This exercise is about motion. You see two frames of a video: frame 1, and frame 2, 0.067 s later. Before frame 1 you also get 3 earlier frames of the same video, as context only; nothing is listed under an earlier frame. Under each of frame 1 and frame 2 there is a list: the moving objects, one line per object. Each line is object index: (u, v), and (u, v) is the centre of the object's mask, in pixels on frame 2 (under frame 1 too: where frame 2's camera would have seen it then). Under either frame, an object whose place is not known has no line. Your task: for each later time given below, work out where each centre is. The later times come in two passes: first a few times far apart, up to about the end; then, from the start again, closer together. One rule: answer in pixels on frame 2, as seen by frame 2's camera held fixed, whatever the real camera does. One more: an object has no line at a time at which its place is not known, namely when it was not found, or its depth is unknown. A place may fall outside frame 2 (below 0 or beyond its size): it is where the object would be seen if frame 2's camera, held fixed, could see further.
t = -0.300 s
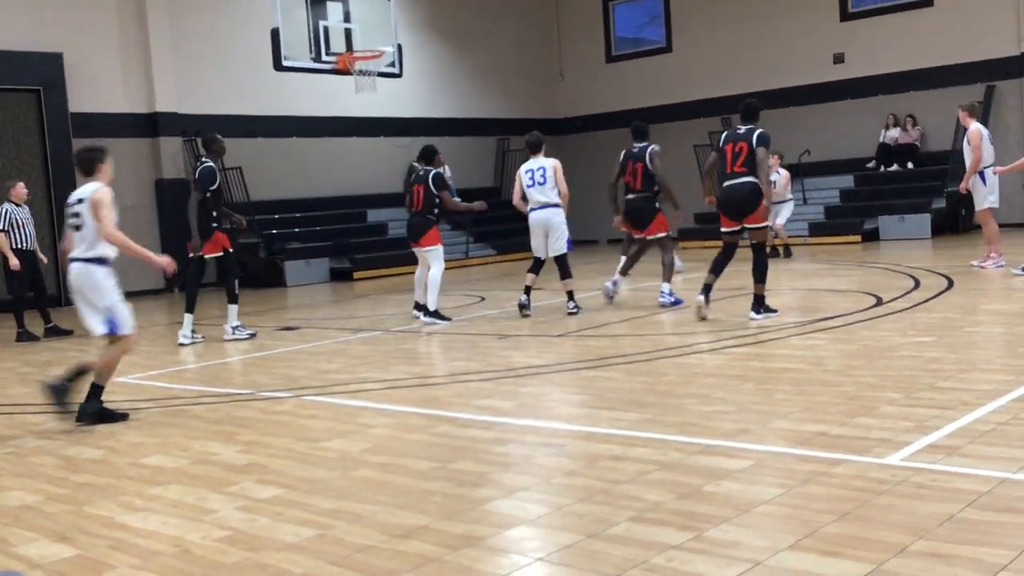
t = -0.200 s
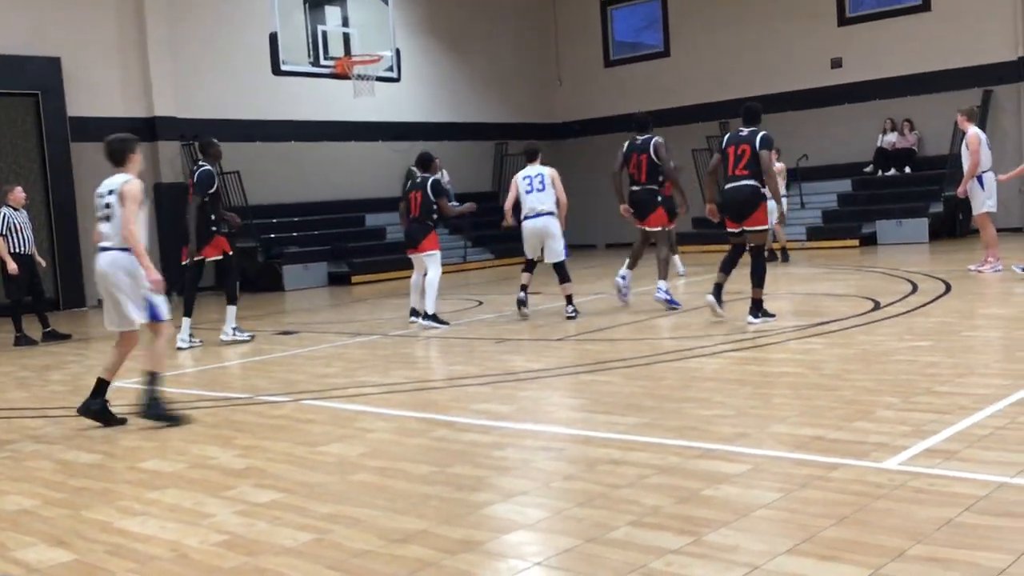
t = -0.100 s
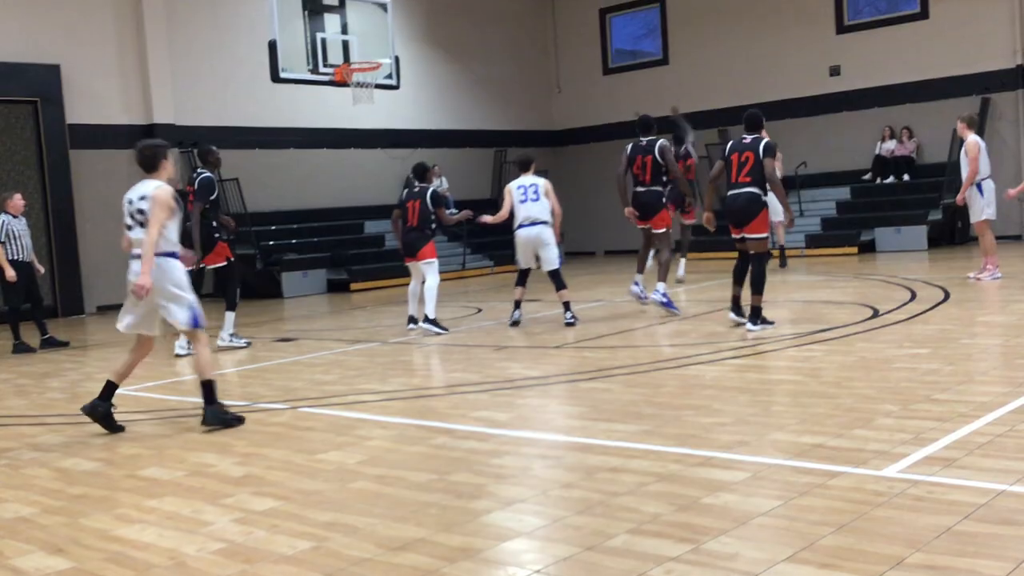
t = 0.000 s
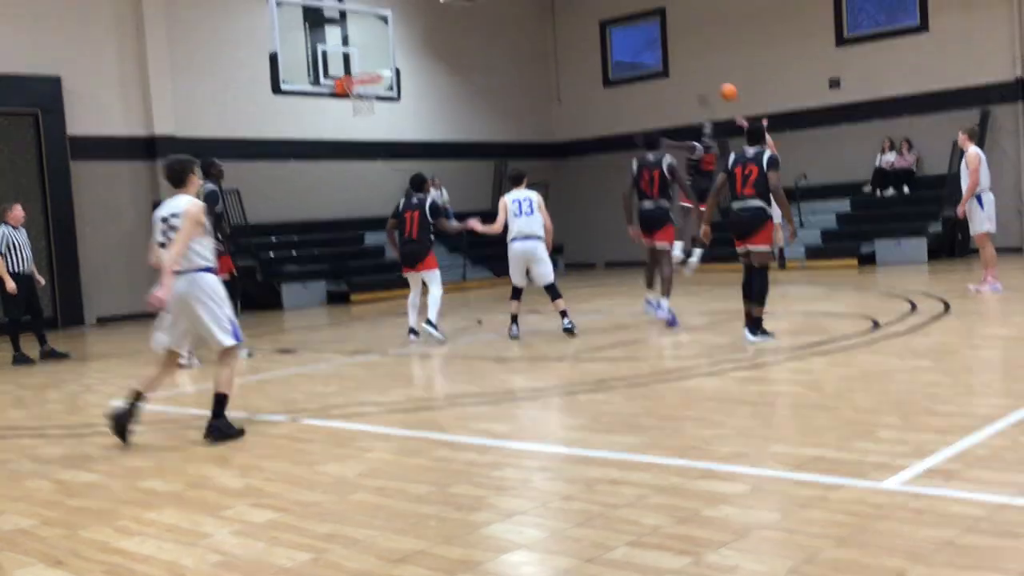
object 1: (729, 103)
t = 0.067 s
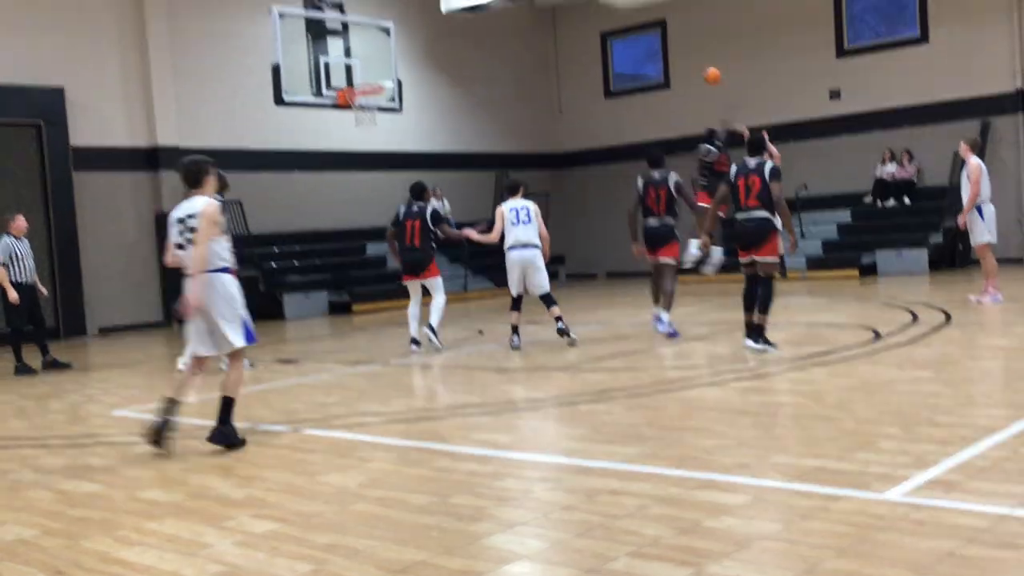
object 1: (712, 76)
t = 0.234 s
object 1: (667, 17)
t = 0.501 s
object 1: (595, -41)
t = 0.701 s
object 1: (540, -53)
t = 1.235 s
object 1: (385, 75)
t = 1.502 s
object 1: (426, 68)
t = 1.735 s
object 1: (473, 109)
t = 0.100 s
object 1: (703, 62)
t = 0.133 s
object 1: (695, 51)
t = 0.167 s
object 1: (685, 39)
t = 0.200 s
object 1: (676, 28)
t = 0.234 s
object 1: (667, 17)
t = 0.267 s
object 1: (659, 8)
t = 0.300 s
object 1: (651, 0)
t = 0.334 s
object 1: (640, -9)
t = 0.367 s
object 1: (632, -16)
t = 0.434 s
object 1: (613, -31)
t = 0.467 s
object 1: (604, -36)
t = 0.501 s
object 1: (595, -41)
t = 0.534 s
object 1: (586, -45)
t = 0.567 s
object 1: (577, -48)
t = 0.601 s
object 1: (567, -50)
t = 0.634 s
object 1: (558, -52)
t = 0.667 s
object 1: (549, -52)
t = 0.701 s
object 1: (540, -53)
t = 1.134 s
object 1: (415, 32)
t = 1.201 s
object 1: (394, 62)
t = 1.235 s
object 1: (385, 75)
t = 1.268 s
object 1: (386, 77)
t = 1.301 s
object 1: (392, 73)
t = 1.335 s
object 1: (397, 70)
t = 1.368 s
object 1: (402, 68)
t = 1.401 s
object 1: (408, 66)
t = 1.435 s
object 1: (414, 66)
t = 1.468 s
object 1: (420, 66)
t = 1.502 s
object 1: (426, 68)
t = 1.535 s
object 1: (432, 70)
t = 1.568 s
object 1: (439, 75)
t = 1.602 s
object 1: (445, 79)
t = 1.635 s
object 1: (452, 85)
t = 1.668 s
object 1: (459, 92)
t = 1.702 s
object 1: (466, 100)
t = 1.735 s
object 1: (473, 109)
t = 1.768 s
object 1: (481, 120)
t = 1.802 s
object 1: (489, 132)
